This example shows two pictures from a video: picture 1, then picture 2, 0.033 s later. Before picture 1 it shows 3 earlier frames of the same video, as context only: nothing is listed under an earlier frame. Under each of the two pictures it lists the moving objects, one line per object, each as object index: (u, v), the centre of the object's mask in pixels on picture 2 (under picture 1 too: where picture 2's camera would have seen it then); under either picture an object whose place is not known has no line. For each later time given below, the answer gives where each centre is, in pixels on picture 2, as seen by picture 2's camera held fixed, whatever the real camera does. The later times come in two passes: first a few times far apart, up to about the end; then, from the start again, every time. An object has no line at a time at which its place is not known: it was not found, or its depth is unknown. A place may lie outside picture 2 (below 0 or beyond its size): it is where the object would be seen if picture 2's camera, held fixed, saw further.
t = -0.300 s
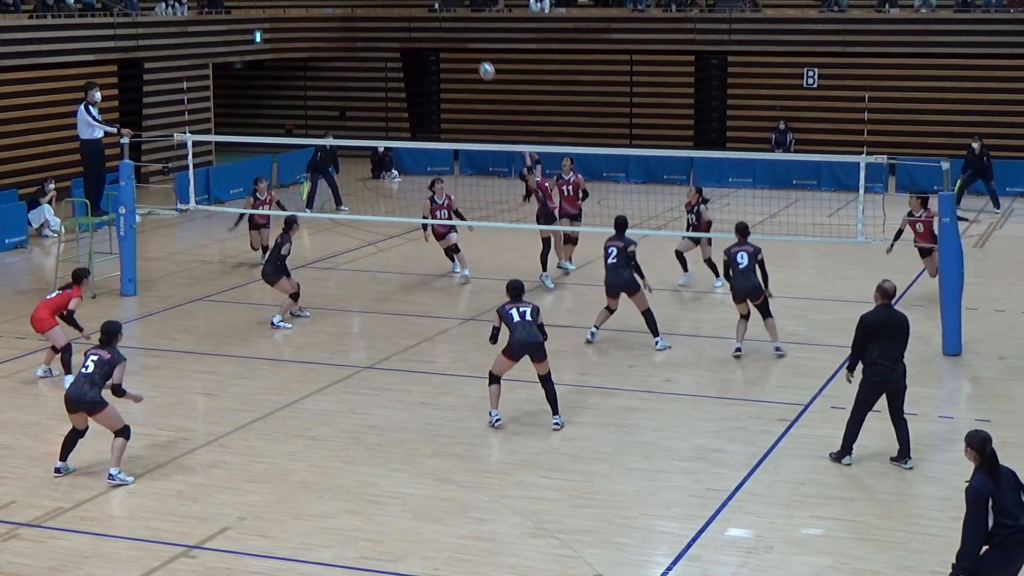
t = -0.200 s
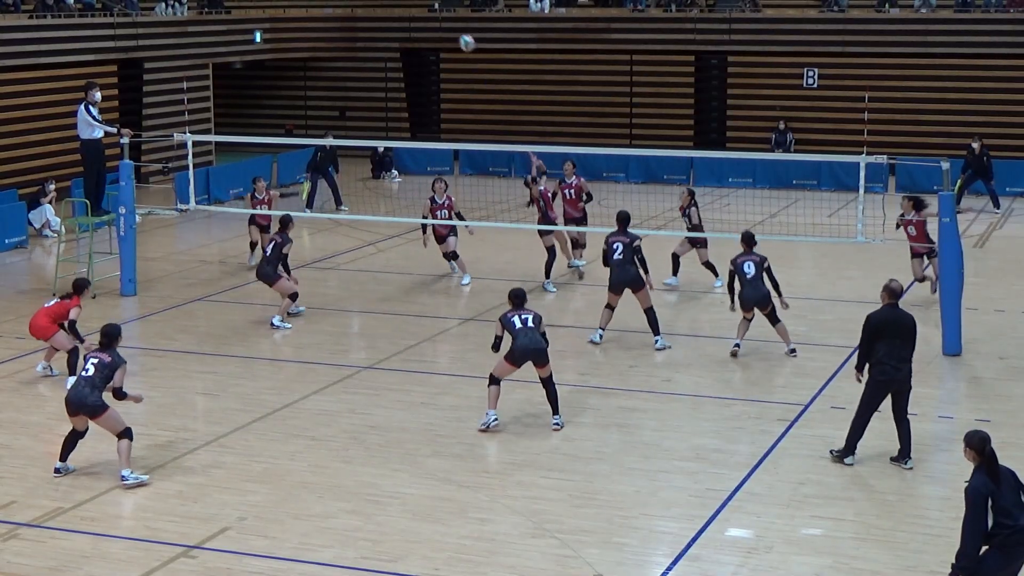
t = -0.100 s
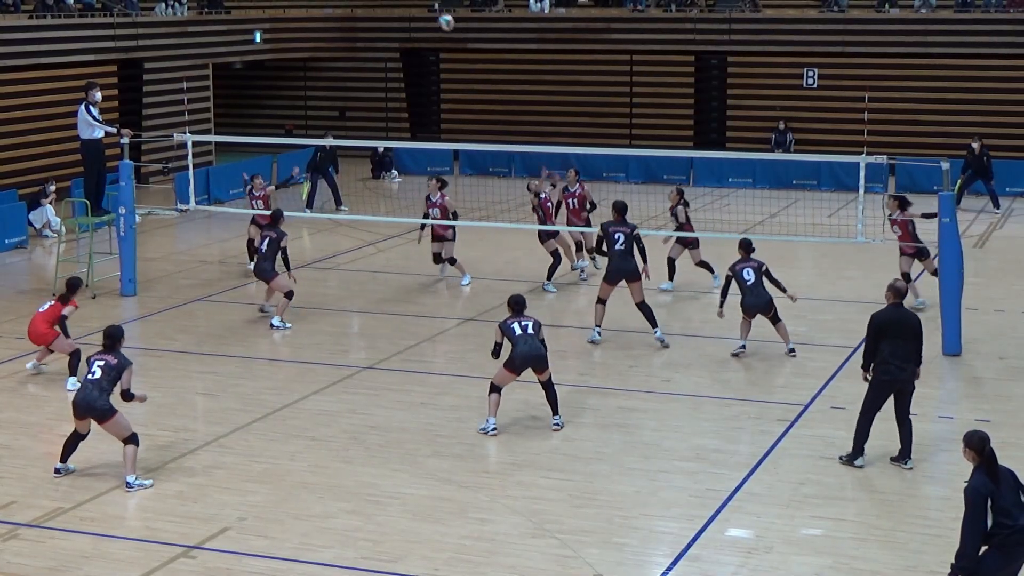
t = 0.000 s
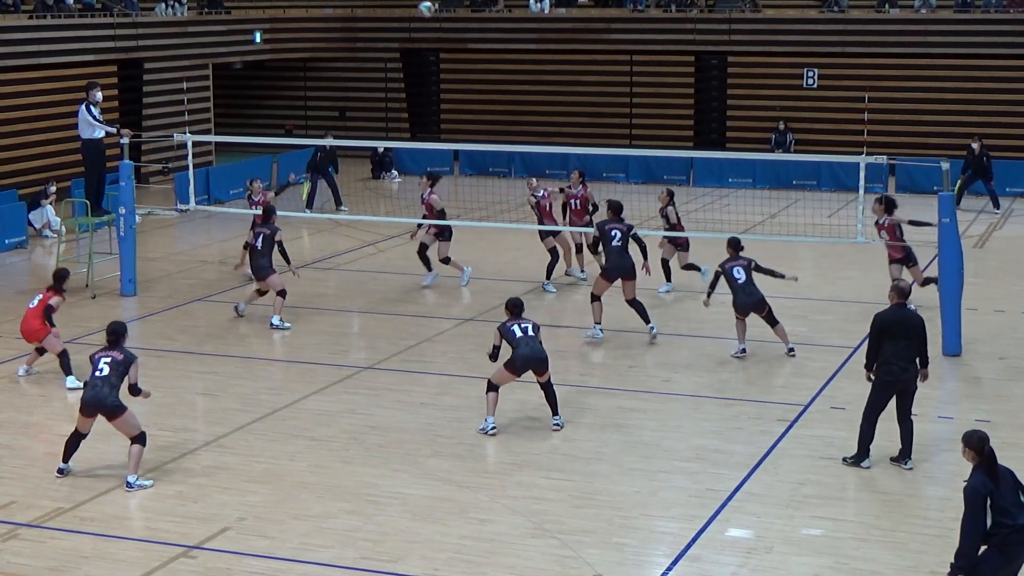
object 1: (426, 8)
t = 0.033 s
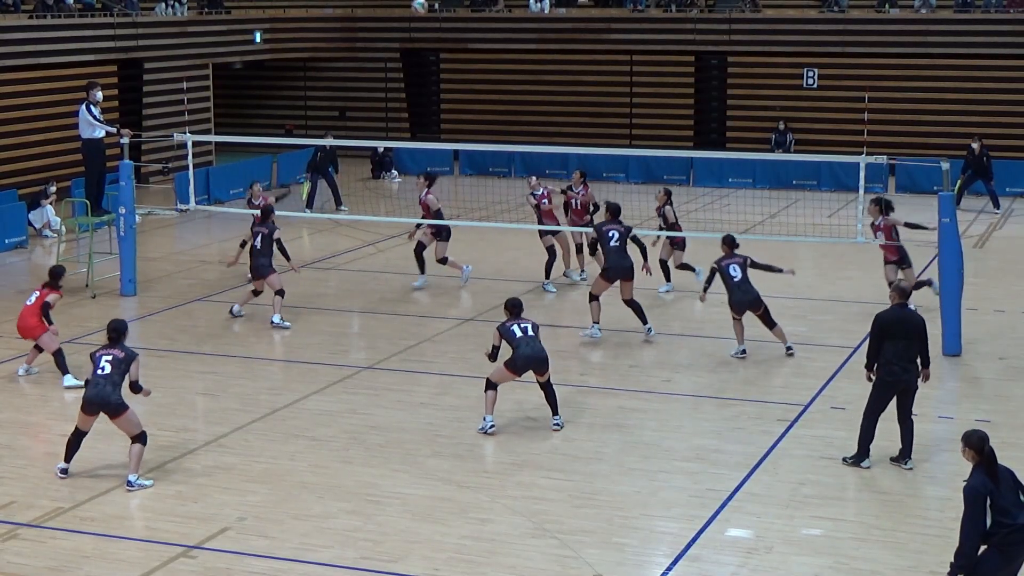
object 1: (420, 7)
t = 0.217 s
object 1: (383, 6)
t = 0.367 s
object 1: (354, 22)
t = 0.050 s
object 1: (416, 6)
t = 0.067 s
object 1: (413, 6)
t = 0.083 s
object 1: (409, 5)
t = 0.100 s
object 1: (406, 4)
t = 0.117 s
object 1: (402, 4)
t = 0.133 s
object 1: (399, 5)
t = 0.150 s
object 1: (396, 5)
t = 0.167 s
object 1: (393, 5)
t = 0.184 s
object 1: (390, 5)
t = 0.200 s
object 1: (386, 5)
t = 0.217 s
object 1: (383, 6)
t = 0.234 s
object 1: (379, 6)
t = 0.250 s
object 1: (376, 7)
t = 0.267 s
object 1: (373, 8)
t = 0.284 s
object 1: (370, 10)
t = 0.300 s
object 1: (367, 12)
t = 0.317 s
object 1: (363, 15)
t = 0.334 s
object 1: (360, 17)
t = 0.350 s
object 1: (357, 20)
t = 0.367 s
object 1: (354, 22)
